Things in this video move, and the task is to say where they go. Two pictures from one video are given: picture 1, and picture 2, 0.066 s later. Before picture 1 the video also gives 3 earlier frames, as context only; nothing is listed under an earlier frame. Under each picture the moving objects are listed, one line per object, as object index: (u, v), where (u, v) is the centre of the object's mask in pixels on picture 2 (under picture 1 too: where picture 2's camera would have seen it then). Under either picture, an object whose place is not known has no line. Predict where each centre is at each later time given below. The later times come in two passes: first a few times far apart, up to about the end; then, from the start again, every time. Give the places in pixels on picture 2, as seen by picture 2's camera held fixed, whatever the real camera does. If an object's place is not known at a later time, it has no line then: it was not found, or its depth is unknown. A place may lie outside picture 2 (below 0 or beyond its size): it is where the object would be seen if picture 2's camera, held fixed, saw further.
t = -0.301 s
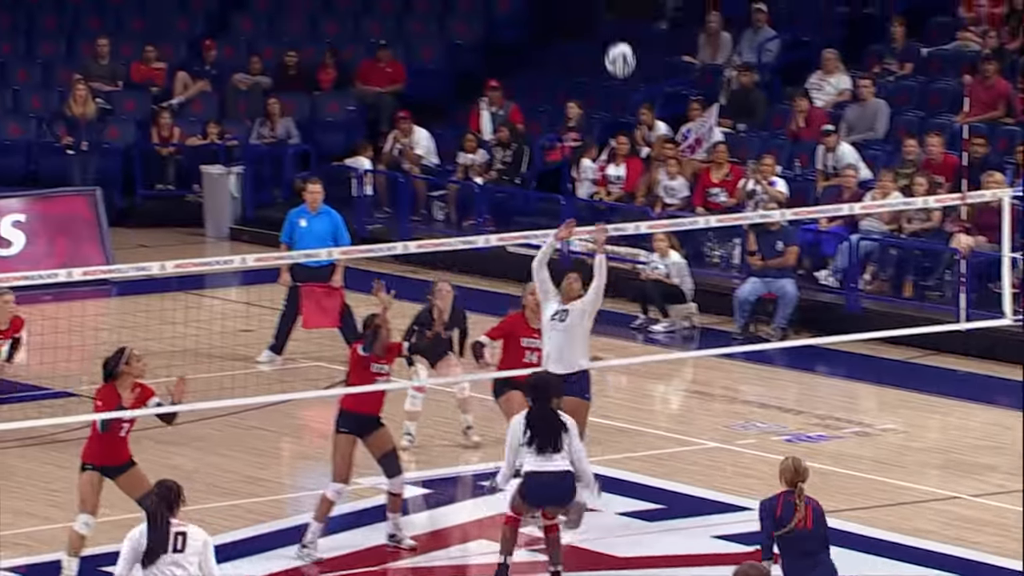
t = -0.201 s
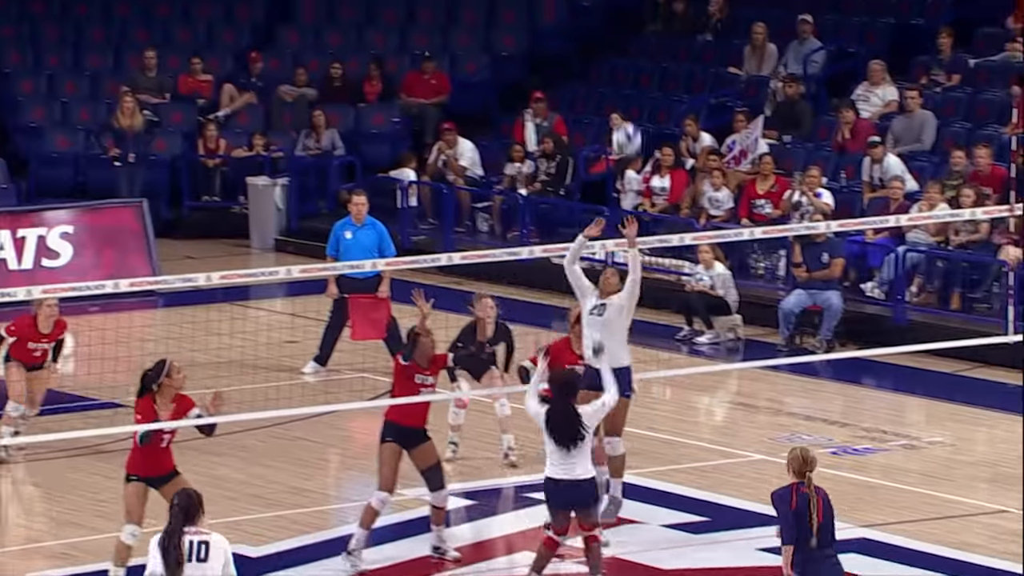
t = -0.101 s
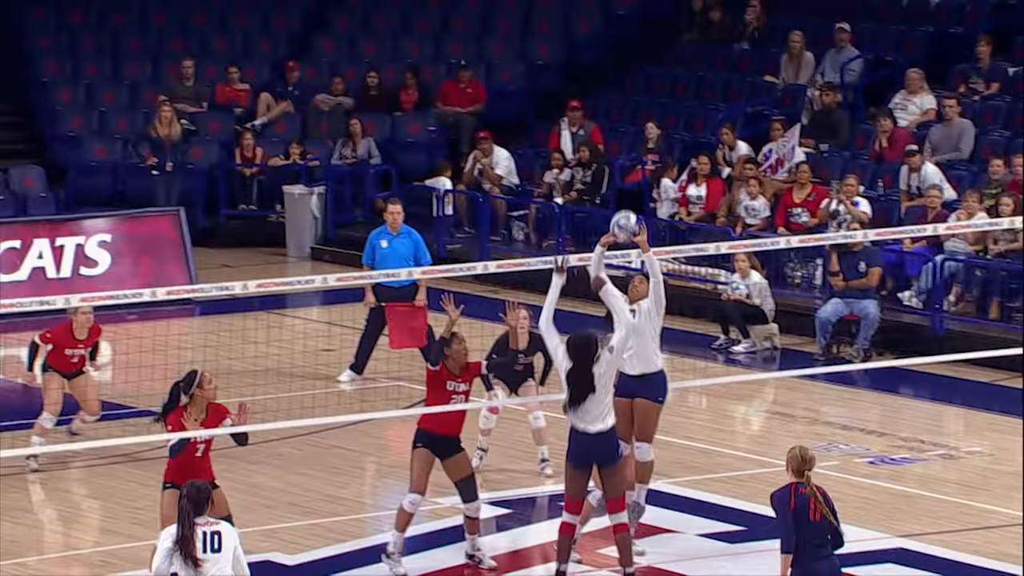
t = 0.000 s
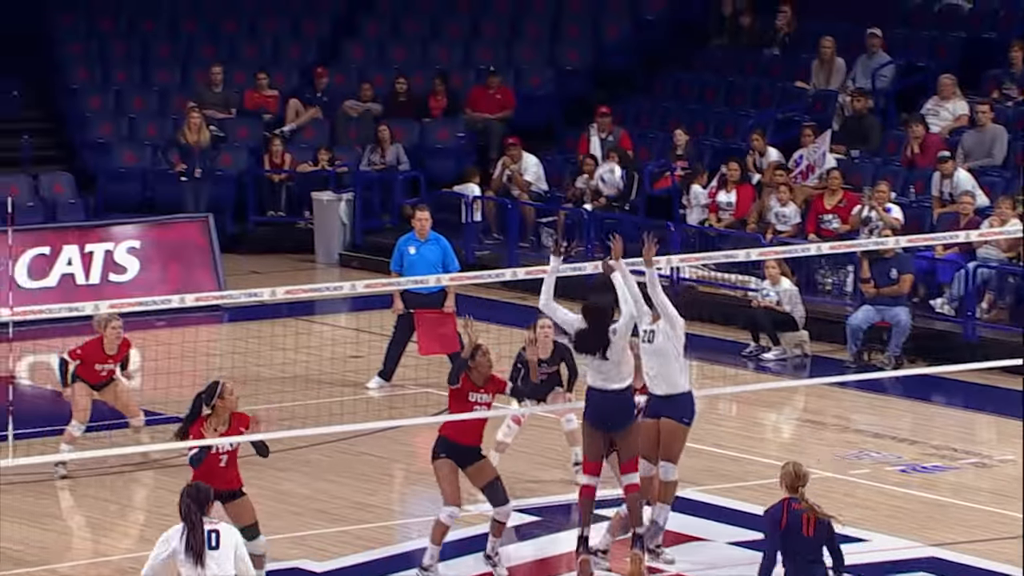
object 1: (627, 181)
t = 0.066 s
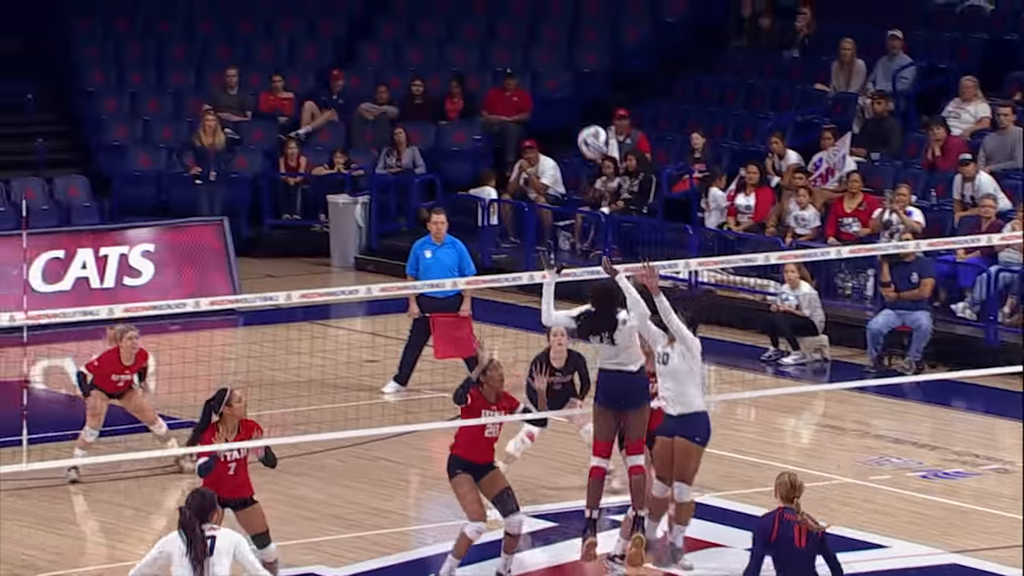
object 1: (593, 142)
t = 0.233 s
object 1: (510, 72)
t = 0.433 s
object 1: (409, 42)
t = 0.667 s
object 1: (290, 81)
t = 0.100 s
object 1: (576, 125)
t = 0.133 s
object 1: (560, 109)
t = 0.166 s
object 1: (544, 95)
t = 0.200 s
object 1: (527, 83)
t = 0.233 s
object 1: (510, 72)
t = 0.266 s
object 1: (493, 64)
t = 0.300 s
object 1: (476, 56)
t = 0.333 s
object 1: (459, 50)
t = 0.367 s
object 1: (442, 46)
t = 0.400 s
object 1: (426, 43)
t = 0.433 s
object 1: (409, 42)
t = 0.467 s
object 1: (392, 42)
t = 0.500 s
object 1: (376, 44)
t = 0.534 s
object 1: (359, 48)
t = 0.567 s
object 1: (342, 54)
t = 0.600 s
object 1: (325, 61)
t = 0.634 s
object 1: (307, 70)
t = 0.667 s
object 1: (290, 81)
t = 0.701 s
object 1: (273, 93)
